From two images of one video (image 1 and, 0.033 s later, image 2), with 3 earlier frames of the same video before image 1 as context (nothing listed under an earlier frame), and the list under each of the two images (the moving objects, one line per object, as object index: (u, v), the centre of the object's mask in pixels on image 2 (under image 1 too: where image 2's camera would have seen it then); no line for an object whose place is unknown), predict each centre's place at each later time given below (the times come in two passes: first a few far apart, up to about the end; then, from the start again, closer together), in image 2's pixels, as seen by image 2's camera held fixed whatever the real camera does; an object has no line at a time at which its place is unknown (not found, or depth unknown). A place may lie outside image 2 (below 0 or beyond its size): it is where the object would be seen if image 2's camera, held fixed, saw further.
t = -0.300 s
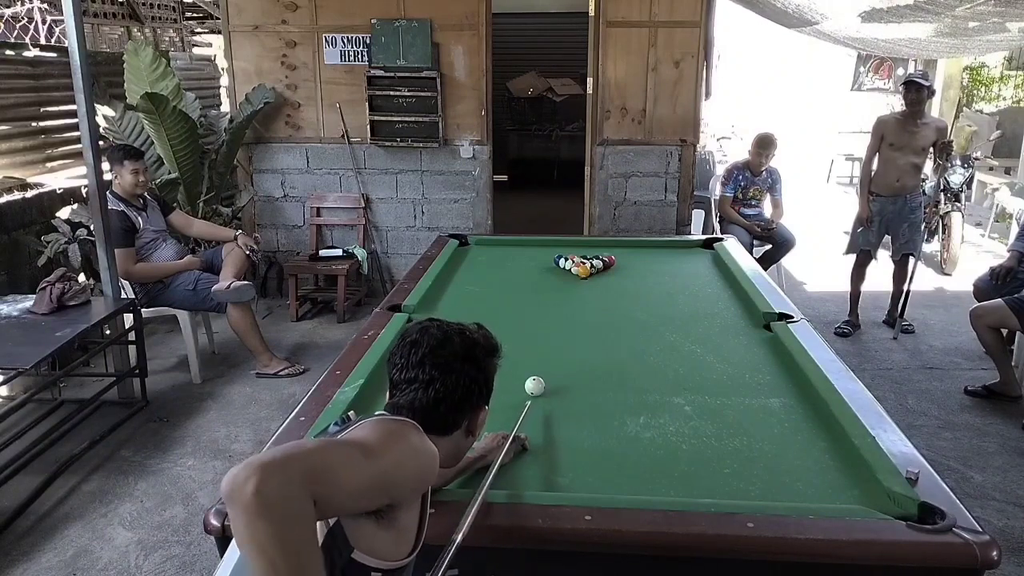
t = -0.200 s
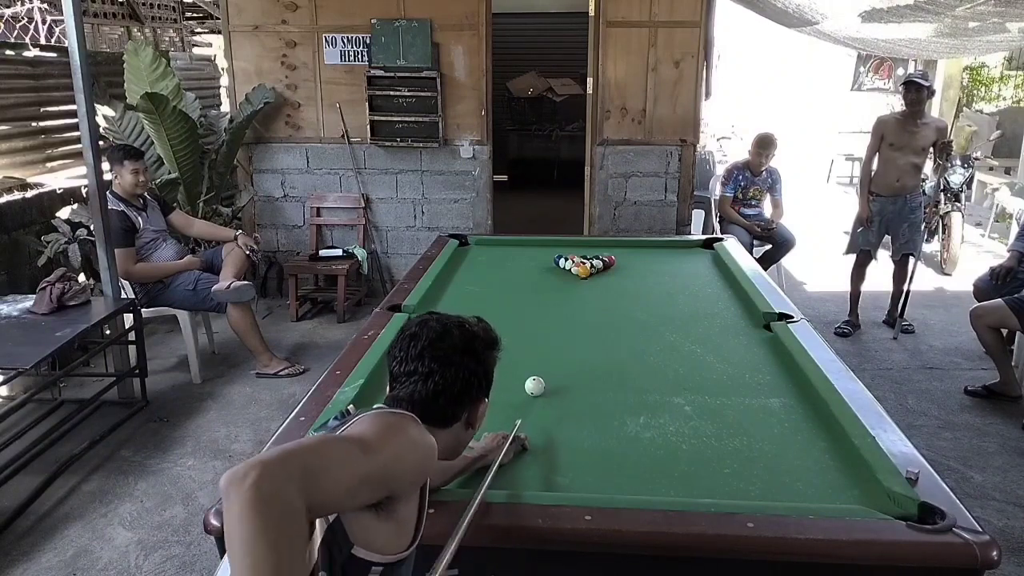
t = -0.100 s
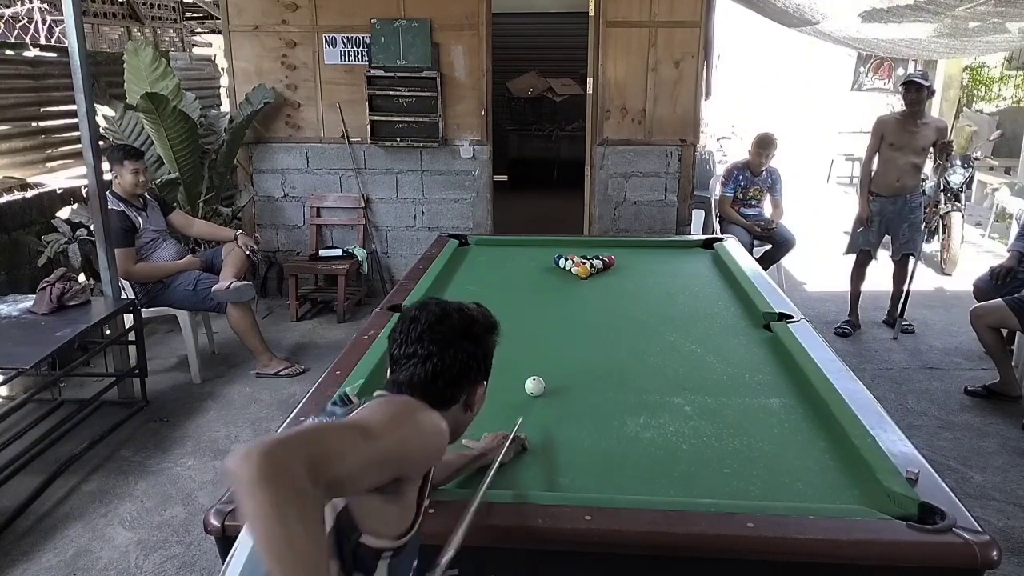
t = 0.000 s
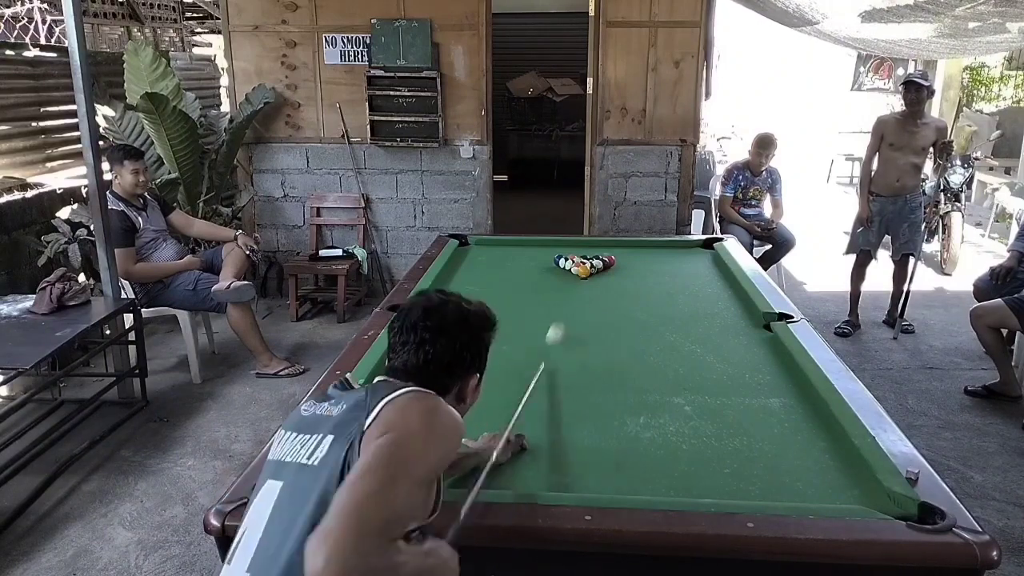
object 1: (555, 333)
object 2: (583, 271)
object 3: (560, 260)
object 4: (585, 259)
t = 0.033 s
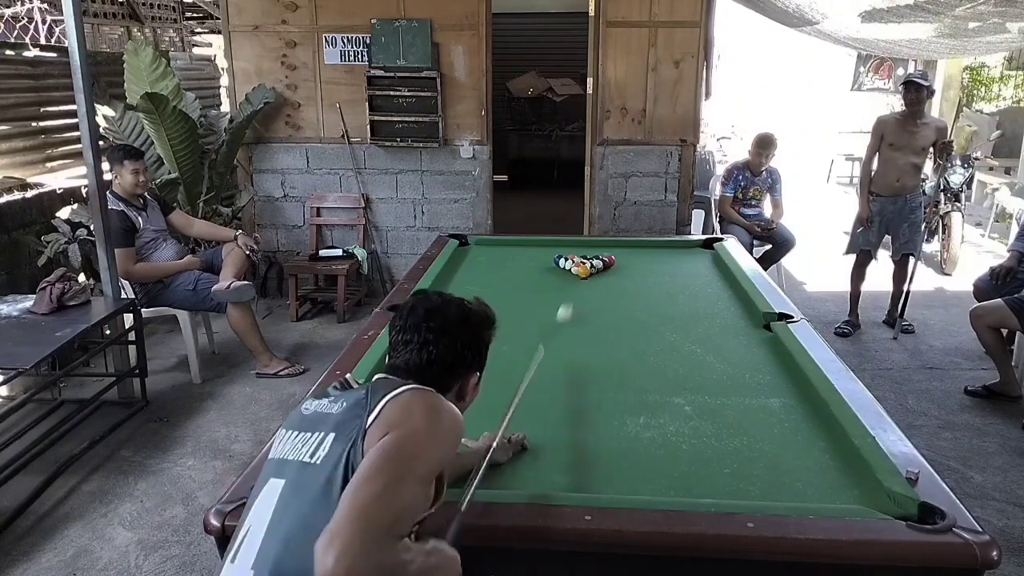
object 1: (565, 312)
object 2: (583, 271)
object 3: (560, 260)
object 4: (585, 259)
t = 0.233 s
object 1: (565, 278)
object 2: (580, 273)
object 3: (559, 262)
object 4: (583, 255)
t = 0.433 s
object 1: (541, 285)
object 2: (575, 277)
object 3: (551, 262)
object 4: (580, 252)
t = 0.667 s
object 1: (521, 286)
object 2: (569, 281)
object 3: (542, 265)
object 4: (578, 244)
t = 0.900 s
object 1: (502, 287)
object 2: (564, 285)
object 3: (532, 268)
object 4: (576, 244)
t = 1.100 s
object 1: (486, 288)
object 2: (559, 289)
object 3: (524, 269)
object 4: (575, 247)
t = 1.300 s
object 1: (469, 290)
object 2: (555, 292)
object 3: (516, 268)
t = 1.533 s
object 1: (444, 296)
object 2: (551, 296)
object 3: (510, 269)
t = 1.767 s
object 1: (429, 302)
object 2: (546, 299)
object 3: (503, 269)
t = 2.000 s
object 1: (436, 307)
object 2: (552, 306)
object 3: (497, 270)
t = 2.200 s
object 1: (442, 310)
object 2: (558, 312)
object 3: (494, 270)
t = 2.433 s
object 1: (449, 315)
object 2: (565, 318)
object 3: (492, 270)
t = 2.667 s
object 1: (456, 319)
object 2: (573, 325)
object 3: (491, 270)
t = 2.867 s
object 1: (461, 322)
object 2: (579, 331)
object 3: (492, 270)
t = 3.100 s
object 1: (468, 325)
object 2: (586, 337)
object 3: (492, 270)
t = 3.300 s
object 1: (474, 328)
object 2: (594, 343)
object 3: (492, 270)
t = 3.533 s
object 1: (480, 331)
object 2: (601, 349)
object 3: (492, 270)
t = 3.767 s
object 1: (486, 334)
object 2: (608, 355)
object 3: (492, 270)
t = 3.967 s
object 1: (490, 335)
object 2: (614, 359)
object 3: (492, 270)
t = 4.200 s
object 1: (494, 337)
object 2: (620, 364)
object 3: (492, 270)
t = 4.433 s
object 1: (498, 339)
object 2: (626, 368)
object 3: (492, 270)
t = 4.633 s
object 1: (500, 339)
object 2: (630, 371)
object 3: (492, 270)
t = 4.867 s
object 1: (503, 340)
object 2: (635, 374)
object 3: (492, 270)
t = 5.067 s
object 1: (504, 340)
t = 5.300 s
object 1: (505, 340)
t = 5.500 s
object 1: (505, 340)
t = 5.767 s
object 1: (505, 340)
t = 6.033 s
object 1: (504, 340)
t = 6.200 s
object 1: (504, 340)
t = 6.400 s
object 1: (505, 340)
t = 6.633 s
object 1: (505, 340)
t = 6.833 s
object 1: (504, 340)
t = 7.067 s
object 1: (505, 340)
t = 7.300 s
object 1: (505, 340)
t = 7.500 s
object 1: (505, 340)
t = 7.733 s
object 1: (505, 340)
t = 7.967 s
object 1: (505, 340)
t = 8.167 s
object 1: (505, 340)
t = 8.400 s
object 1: (505, 340)
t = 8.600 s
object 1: (505, 340)
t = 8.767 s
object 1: (505, 340)
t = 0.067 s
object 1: (573, 292)
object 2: (583, 271)
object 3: (560, 260)
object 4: (585, 259)
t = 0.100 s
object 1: (580, 277)
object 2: (584, 268)
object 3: (560, 260)
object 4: (585, 259)
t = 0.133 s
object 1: (579, 272)
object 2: (584, 268)
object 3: (560, 260)
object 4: (585, 259)
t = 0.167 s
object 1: (574, 271)
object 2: (583, 272)
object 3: (559, 261)
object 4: (584, 259)
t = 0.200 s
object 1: (570, 273)
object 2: (581, 273)
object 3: (560, 262)
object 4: (583, 259)
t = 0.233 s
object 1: (565, 278)
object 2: (580, 273)
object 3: (559, 262)
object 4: (583, 255)
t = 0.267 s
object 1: (560, 279)
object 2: (579, 274)
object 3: (558, 262)
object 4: (583, 259)
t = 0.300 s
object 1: (556, 280)
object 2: (579, 274)
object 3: (556, 262)
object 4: (582, 254)
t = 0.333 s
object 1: (552, 282)
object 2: (578, 275)
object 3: (555, 262)
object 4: (582, 254)
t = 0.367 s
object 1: (548, 284)
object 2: (577, 276)
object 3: (554, 262)
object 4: (581, 253)
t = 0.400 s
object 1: (545, 284)
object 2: (576, 276)
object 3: (553, 263)
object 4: (580, 252)
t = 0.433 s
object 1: (541, 285)
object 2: (575, 277)
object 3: (551, 262)
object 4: (580, 252)
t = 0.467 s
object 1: (538, 285)
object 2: (574, 277)
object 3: (550, 264)
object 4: (580, 252)
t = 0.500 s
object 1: (535, 285)
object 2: (574, 278)
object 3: (549, 265)
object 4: (580, 249)
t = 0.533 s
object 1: (532, 285)
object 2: (573, 278)
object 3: (548, 265)
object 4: (579, 250)
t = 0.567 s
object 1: (530, 286)
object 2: (572, 279)
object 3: (547, 264)
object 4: (578, 249)
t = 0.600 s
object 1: (527, 286)
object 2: (571, 280)
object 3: (545, 265)
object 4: (578, 247)
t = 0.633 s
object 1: (524, 286)
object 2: (570, 280)
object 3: (544, 263)
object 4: (579, 245)
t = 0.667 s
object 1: (521, 286)
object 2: (569, 281)
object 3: (542, 265)
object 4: (578, 244)
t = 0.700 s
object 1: (518, 286)
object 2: (569, 282)
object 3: (540, 265)
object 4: (579, 243)
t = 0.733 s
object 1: (515, 286)
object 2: (568, 282)
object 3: (539, 265)
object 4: (580, 243)
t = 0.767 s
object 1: (513, 286)
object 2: (567, 283)
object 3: (539, 265)
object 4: (579, 243)
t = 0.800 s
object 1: (510, 286)
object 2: (566, 283)
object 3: (535, 267)
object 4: (578, 243)
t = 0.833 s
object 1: (507, 287)
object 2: (565, 284)
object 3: (536, 266)
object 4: (577, 244)
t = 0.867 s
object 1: (504, 287)
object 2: (565, 285)
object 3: (533, 268)
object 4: (577, 244)
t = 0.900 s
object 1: (502, 287)
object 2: (564, 285)
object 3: (532, 268)
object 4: (576, 244)
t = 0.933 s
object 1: (499, 287)
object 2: (563, 285)
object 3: (531, 268)
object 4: (576, 245)
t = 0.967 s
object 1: (497, 287)
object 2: (562, 286)
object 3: (529, 268)
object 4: (576, 245)
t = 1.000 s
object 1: (494, 287)
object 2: (561, 287)
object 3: (528, 269)
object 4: (576, 246)
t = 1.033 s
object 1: (491, 287)
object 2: (561, 288)
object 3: (527, 269)
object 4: (576, 246)
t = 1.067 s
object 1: (489, 287)
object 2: (560, 288)
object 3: (526, 268)
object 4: (576, 247)
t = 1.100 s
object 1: (486, 288)
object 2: (559, 289)
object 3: (524, 269)
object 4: (575, 247)
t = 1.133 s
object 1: (484, 288)
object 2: (559, 289)
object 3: (523, 268)
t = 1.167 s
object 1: (482, 288)
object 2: (558, 290)
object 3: (522, 268)
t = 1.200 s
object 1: (479, 288)
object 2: (557, 290)
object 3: (521, 269)
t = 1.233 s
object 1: (476, 288)
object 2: (556, 291)
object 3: (519, 269)
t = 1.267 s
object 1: (473, 289)
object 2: (556, 291)
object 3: (518, 269)
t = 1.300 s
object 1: (469, 290)
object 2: (555, 292)
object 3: (516, 268)
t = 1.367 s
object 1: (462, 292)
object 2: (554, 293)
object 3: (514, 269)
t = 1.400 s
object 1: (458, 293)
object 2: (553, 294)
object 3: (513, 269)
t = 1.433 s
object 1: (455, 294)
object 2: (553, 294)
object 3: (513, 269)
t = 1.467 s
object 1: (451, 295)
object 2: (552, 295)
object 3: (512, 269)
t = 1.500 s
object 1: (448, 295)
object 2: (551, 295)
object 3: (511, 269)
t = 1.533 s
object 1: (444, 296)
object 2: (551, 296)
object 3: (510, 269)
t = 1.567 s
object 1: (440, 297)
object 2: (550, 296)
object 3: (509, 269)
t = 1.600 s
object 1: (437, 298)
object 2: (549, 297)
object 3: (508, 269)
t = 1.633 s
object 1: (433, 299)
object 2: (549, 297)
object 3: (507, 269)
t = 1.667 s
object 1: (430, 300)
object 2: (548, 298)
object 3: (506, 269)
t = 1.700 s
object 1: (428, 300)
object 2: (548, 298)
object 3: (505, 269)
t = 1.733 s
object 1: (428, 301)
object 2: (547, 299)
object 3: (504, 269)
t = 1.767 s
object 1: (429, 302)
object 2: (546, 299)
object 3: (503, 269)
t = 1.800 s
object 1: (430, 303)
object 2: (547, 300)
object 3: (502, 269)
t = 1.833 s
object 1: (431, 303)
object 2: (548, 301)
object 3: (501, 269)
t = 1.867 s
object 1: (432, 304)
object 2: (549, 302)
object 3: (500, 269)
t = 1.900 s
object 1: (433, 305)
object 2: (550, 303)
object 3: (499, 270)
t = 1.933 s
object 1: (434, 305)
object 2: (551, 304)
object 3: (499, 270)
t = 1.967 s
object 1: (435, 306)
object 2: (551, 305)
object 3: (498, 270)
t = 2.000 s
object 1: (436, 307)
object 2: (552, 306)
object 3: (497, 270)
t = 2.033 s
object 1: (437, 307)
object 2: (553, 307)
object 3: (497, 270)
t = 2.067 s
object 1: (438, 308)
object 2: (554, 308)
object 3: (496, 270)
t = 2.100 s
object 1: (439, 309)
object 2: (555, 309)
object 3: (496, 270)
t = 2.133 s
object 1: (440, 309)
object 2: (556, 310)
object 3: (495, 270)
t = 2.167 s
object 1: (441, 310)
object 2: (557, 311)
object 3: (495, 270)
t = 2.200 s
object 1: (442, 310)
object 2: (558, 312)
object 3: (494, 270)
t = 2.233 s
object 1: (443, 311)
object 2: (559, 313)
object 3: (494, 270)
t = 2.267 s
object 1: (444, 312)
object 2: (560, 313)
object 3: (493, 271)
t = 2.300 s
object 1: (445, 312)
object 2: (561, 314)
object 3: (493, 271)
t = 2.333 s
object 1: (446, 313)
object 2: (562, 315)
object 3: (493, 271)
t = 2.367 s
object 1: (447, 314)
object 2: (563, 316)
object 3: (493, 271)
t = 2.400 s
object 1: (448, 314)
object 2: (564, 317)
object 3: (492, 270)
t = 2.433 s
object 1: (449, 315)
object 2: (565, 318)
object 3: (492, 270)
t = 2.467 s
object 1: (450, 315)
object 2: (566, 319)
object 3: (492, 271)
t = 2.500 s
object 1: (451, 316)
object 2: (567, 320)
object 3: (492, 271)
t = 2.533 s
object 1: (452, 317)
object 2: (568, 321)
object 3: (492, 271)
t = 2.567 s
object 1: (453, 317)
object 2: (570, 322)
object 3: (491, 270)
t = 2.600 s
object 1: (454, 318)
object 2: (570, 323)
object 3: (491, 270)
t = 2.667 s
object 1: (456, 319)
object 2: (573, 325)
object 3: (491, 270)
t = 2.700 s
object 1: (457, 319)
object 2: (573, 326)
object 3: (491, 270)
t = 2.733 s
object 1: (458, 320)
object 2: (575, 327)
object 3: (491, 270)
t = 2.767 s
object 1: (459, 320)
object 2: (576, 328)
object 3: (491, 270)
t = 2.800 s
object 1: (460, 321)
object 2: (577, 329)
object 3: (491, 270)
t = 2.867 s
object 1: (461, 322)
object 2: (579, 331)
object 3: (492, 270)
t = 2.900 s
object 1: (462, 322)
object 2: (580, 331)
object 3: (492, 270)
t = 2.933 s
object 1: (463, 323)
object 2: (581, 332)
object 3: (492, 270)
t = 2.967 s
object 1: (464, 323)
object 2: (582, 333)
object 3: (492, 270)
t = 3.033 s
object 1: (466, 324)
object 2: (584, 335)
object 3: (492, 270)
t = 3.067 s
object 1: (467, 325)
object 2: (585, 336)
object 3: (492, 270)
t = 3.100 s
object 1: (468, 325)
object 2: (586, 337)
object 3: (492, 270)
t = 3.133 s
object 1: (469, 326)
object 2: (587, 338)
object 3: (492, 270)
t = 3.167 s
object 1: (470, 326)
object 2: (589, 339)
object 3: (492, 270)
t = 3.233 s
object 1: (471, 327)
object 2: (591, 341)
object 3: (492, 270)
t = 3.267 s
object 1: (472, 328)
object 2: (592, 341)
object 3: (492, 270)
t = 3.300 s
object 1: (474, 328)
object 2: (594, 343)
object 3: (492, 270)
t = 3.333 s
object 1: (475, 329)
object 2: (595, 344)
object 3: (492, 270)
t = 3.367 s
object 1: (476, 329)
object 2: (596, 345)
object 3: (492, 270)
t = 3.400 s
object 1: (477, 330)
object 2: (597, 345)
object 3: (492, 270)
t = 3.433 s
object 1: (477, 330)
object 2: (598, 346)
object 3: (492, 270)
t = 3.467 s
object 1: (478, 330)
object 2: (599, 347)
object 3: (492, 270)
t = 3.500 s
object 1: (479, 331)
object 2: (600, 348)
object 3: (492, 270)
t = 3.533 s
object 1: (480, 331)
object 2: (601, 349)
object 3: (492, 270)
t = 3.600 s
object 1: (482, 332)
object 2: (603, 351)
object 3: (492, 270)
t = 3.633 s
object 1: (483, 332)
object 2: (605, 352)
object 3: (492, 270)
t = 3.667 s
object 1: (483, 333)
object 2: (605, 352)
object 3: (492, 270)
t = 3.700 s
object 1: (484, 333)
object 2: (606, 353)
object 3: (492, 270)
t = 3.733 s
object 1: (485, 333)
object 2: (607, 354)
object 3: (492, 270)
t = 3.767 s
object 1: (486, 334)
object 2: (608, 355)
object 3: (492, 270)
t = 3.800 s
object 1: (486, 334)
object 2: (609, 356)
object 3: (492, 270)
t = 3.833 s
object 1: (487, 334)
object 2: (610, 356)
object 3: (492, 270)
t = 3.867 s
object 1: (488, 334)
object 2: (611, 357)
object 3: (492, 270)
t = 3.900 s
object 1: (489, 335)
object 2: (612, 358)
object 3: (492, 270)
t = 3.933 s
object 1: (489, 335)
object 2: (613, 358)
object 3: (492, 270)
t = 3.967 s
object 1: (490, 335)
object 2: (614, 359)
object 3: (492, 270)
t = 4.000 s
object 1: (490, 336)
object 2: (615, 360)
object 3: (492, 270)
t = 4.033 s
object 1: (491, 336)
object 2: (616, 361)
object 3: (492, 270)
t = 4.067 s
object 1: (492, 336)
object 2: (616, 361)
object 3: (492, 270)
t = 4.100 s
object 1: (492, 336)
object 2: (618, 362)
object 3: (492, 270)
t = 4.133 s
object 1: (493, 337)
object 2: (619, 363)
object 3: (492, 270)
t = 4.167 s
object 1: (494, 337)
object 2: (619, 363)
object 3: (492, 270)
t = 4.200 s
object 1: (494, 337)
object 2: (620, 364)
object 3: (492, 270)
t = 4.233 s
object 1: (495, 337)
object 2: (621, 364)
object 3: (492, 270)
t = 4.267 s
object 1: (495, 338)
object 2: (622, 365)
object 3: (492, 270)
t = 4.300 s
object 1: (496, 338)
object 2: (623, 366)
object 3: (492, 270)
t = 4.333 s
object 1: (496, 338)
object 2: (623, 366)
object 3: (492, 270)
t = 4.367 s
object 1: (497, 338)
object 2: (624, 367)
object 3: (492, 270)
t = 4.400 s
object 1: (497, 338)
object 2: (625, 368)
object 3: (492, 270)
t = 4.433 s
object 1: (498, 339)
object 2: (626, 368)
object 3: (492, 270)
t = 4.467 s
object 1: (498, 339)
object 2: (626, 368)
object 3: (492, 270)
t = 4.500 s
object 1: (499, 339)
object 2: (627, 369)
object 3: (492, 270)
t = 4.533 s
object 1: (499, 339)
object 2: (628, 370)
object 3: (492, 270)
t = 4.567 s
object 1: (499, 339)
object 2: (628, 370)
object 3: (492, 270)
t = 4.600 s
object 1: (500, 339)
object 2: (629, 371)
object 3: (492, 270)
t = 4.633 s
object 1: (500, 339)
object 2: (630, 371)
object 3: (492, 270)
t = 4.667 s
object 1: (501, 339)
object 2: (631, 371)
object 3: (492, 270)
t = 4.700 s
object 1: (501, 340)
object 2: (632, 372)
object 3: (492, 270)
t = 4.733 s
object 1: (501, 340)
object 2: (632, 373)
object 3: (492, 270)
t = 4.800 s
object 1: (502, 340)
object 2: (634, 373)
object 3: (492, 270)
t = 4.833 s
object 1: (502, 340)
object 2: (634, 374)
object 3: (492, 270)
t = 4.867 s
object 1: (503, 340)
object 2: (635, 374)
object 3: (492, 270)
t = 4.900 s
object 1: (503, 340)
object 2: (635, 375)
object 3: (492, 270)
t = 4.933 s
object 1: (503, 340)
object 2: (636, 375)
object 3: (492, 270)
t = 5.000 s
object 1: (504, 340)
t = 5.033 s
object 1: (504, 340)
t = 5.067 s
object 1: (504, 340)
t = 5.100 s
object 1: (504, 340)
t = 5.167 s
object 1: (504, 340)
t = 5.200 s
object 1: (504, 340)
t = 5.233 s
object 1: (504, 340)
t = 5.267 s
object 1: (505, 340)
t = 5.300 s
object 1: (505, 340)
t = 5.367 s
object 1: (505, 340)
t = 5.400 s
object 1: (505, 340)
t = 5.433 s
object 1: (505, 340)
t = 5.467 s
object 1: (505, 340)
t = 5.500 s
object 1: (505, 340)
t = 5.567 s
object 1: (505, 340)
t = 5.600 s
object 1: (505, 340)
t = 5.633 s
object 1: (505, 340)
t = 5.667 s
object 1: (505, 340)
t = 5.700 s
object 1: (505, 340)
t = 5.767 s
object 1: (505, 340)
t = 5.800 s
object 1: (505, 340)
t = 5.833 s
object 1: (505, 340)
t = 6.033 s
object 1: (504, 340)
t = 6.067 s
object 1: (504, 340)
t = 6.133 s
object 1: (504, 340)
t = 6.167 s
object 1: (505, 340)
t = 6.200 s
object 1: (504, 340)
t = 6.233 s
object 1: (504, 340)
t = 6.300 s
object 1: (505, 340)
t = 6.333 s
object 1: (505, 340)
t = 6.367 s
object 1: (505, 340)
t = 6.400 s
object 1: (505, 340)
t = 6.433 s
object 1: (505, 340)
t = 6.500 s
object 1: (505, 340)
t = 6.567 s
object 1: (504, 340)
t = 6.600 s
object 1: (504, 340)
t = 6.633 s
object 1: (505, 340)
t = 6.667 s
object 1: (505, 340)
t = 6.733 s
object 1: (505, 340)
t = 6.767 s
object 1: (504, 340)
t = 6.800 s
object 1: (504, 340)
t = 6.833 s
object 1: (504, 340)
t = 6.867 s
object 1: (505, 340)
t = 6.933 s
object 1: (505, 340)
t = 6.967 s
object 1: (505, 340)
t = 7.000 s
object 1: (505, 340)
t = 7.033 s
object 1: (505, 340)
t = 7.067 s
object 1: (505, 340)
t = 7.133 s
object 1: (505, 340)
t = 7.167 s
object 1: (505, 340)
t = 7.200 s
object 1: (505, 340)
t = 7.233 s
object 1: (505, 340)
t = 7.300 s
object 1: (505, 340)
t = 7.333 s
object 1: (505, 340)
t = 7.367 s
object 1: (505, 340)
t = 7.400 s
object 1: (505, 340)
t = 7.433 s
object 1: (505, 340)
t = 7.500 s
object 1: (505, 340)
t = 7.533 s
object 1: (505, 340)
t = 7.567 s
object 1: (505, 340)
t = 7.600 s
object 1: (505, 340)
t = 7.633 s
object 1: (505, 340)
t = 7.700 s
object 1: (505, 340)
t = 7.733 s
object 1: (505, 340)
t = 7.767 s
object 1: (505, 340)
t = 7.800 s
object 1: (505, 340)
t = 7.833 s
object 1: (505, 340)
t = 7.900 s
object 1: (505, 340)
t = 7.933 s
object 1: (505, 340)
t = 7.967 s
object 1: (505, 340)
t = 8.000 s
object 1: (505, 340)
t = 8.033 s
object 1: (505, 340)
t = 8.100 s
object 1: (505, 340)
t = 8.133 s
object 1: (505, 340)
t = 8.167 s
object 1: (505, 340)
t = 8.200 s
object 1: (505, 340)
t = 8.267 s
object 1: (505, 340)
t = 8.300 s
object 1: (505, 340)
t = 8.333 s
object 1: (505, 340)
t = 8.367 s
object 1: (505, 340)
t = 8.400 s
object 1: (505, 340)
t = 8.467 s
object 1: (505, 340)
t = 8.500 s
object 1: (505, 340)
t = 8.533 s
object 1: (505, 340)
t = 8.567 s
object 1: (505, 340)
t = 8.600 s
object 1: (505, 340)
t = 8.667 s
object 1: (505, 340)
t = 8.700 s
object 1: (505, 340)
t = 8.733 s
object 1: (505, 340)
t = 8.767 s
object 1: (505, 340)
